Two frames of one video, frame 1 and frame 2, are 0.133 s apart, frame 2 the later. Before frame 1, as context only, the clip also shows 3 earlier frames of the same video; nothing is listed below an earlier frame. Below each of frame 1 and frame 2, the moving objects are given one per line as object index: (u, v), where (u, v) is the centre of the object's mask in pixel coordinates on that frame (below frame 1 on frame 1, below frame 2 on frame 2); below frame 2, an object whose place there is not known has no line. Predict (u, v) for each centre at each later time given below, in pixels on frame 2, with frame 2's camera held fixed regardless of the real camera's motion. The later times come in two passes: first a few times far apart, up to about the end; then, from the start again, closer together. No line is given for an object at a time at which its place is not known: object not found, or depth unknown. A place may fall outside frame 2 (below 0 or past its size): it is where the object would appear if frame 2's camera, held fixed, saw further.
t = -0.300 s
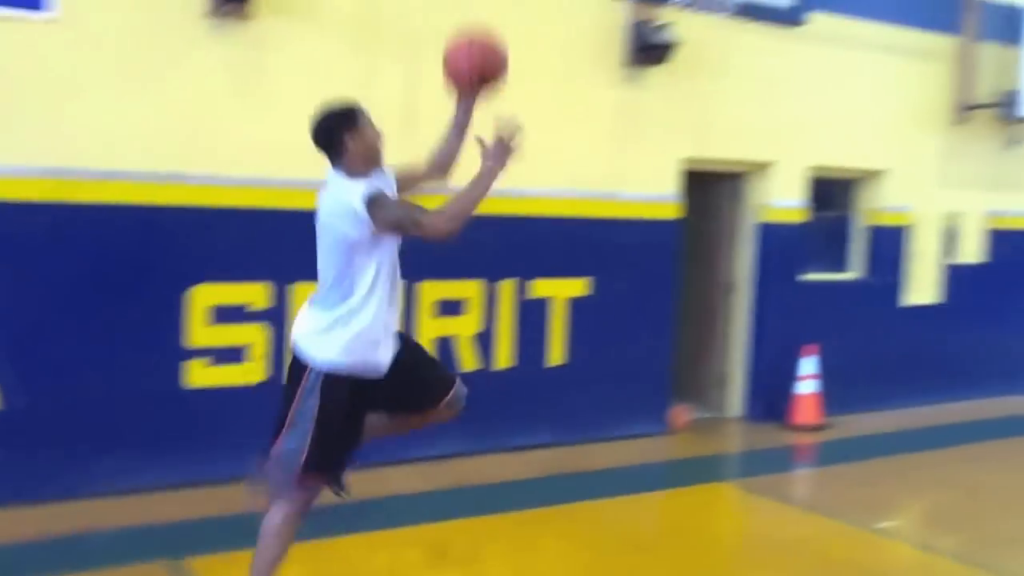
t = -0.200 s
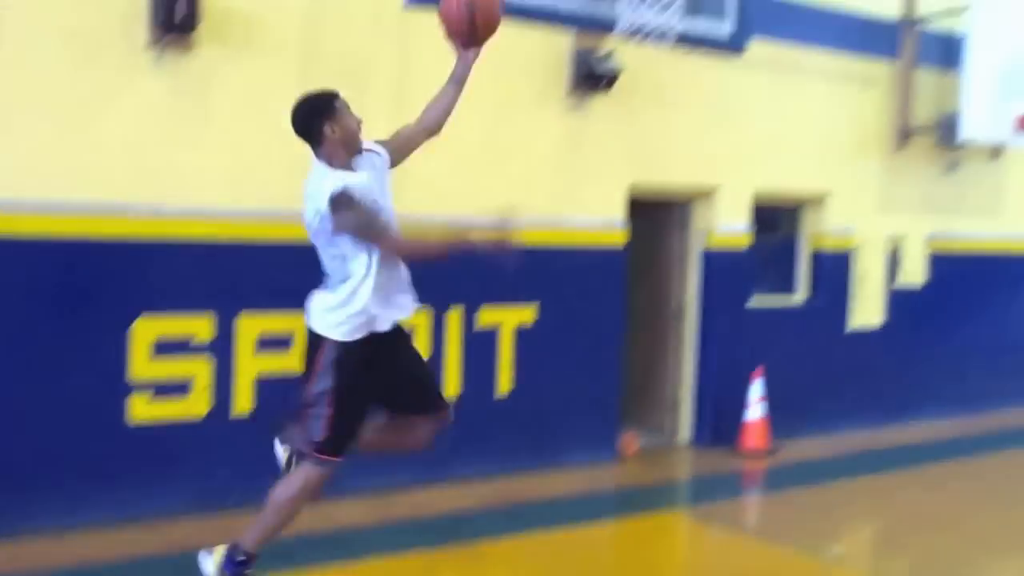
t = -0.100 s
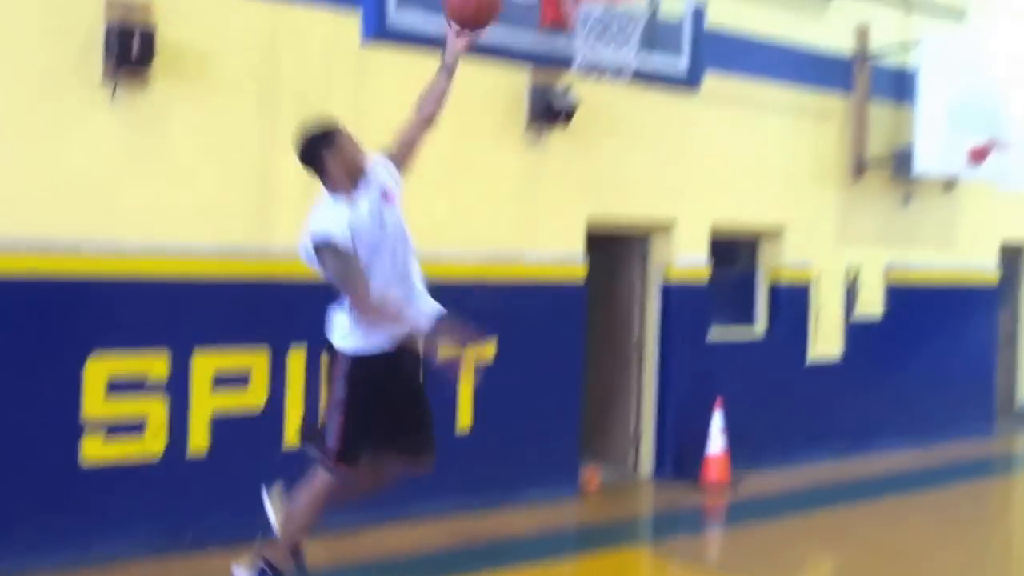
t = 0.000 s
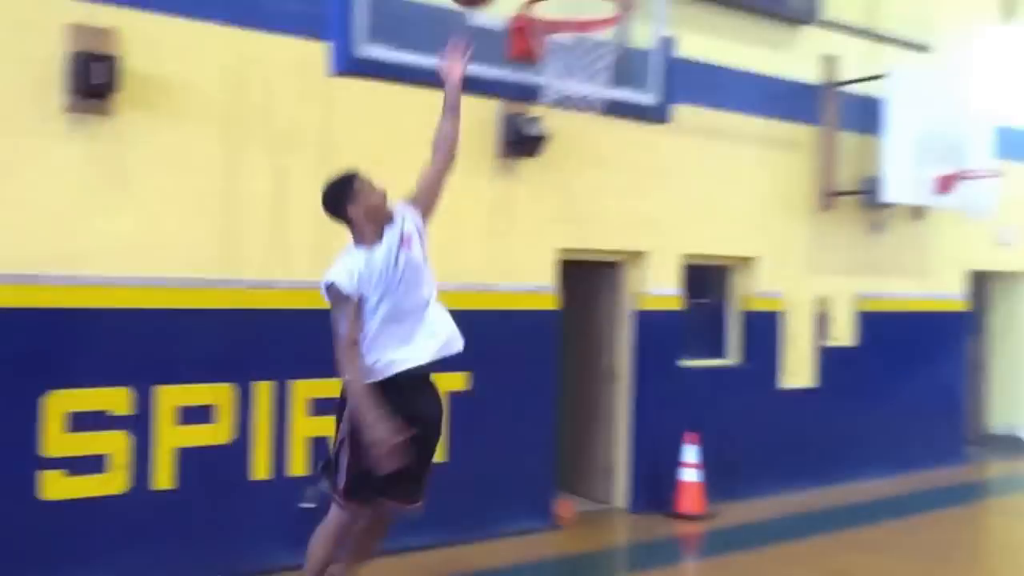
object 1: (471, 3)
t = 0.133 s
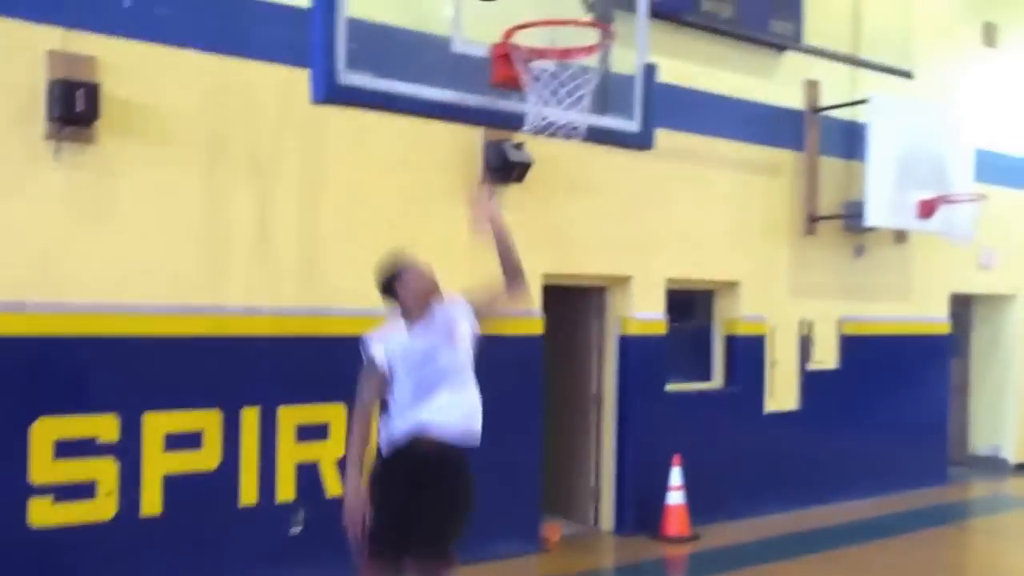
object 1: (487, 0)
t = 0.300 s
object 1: (526, -3)
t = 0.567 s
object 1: (577, 127)
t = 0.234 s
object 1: (511, -6)
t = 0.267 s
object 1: (518, -5)
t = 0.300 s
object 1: (526, -3)
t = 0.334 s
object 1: (533, 2)
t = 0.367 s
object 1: (541, 7)
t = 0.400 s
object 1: (548, 21)
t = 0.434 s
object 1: (555, 40)
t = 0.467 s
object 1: (564, 59)
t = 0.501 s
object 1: (575, 86)
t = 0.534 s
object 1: (578, 105)
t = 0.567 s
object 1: (577, 127)
